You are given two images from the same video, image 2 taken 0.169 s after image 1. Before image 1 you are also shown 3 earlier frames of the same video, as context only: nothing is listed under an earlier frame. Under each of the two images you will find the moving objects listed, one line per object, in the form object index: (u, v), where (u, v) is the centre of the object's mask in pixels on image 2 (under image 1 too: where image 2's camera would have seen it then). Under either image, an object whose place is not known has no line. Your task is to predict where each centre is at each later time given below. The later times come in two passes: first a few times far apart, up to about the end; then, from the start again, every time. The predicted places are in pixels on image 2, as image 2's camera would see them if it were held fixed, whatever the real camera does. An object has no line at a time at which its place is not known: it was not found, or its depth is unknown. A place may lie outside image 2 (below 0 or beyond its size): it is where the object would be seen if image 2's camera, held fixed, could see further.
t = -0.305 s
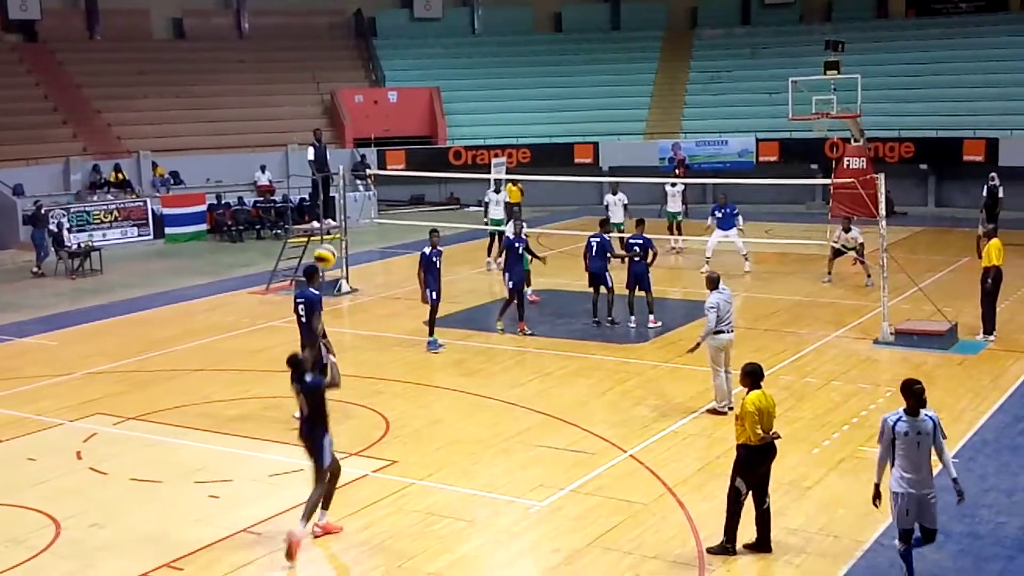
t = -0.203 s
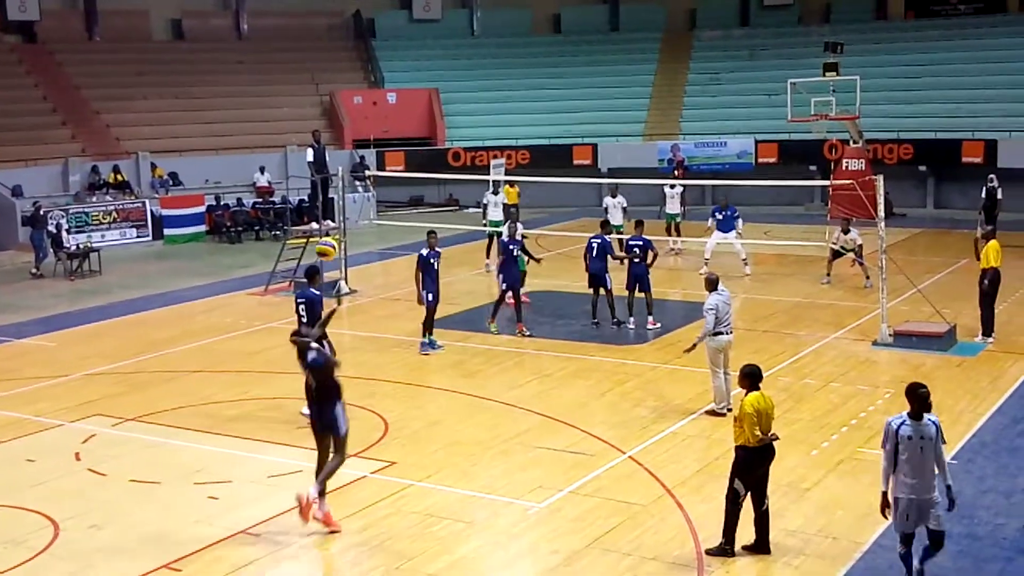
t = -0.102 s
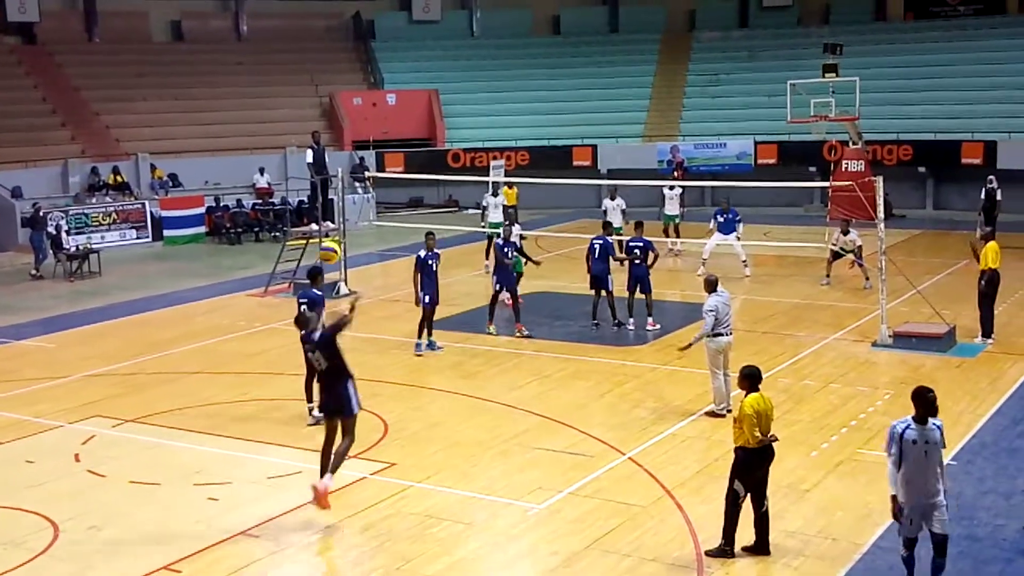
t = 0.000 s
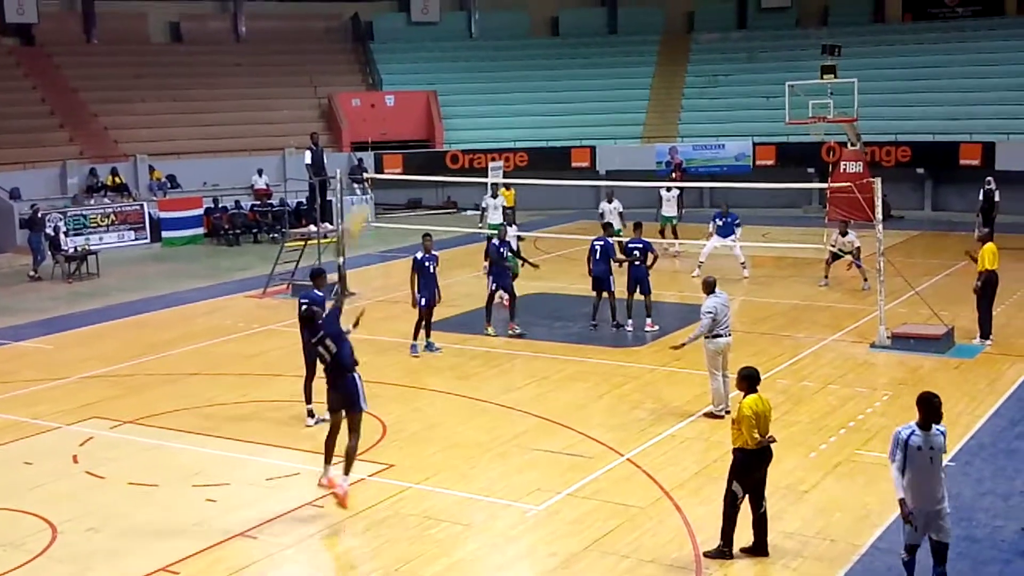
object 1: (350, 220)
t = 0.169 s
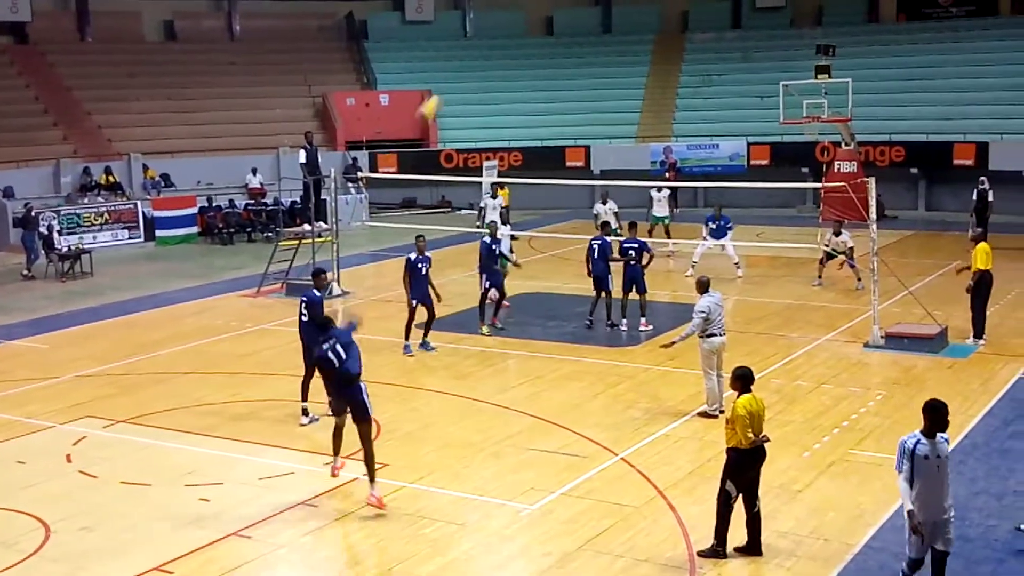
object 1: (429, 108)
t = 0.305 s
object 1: (480, 57)
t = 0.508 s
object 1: (541, 20)
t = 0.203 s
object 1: (443, 92)
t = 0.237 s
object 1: (457, 79)
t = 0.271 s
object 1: (468, 67)
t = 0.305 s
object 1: (480, 57)
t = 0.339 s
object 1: (491, 48)
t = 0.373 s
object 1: (502, 40)
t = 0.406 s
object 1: (513, 33)
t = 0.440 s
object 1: (523, 28)
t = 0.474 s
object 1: (532, 23)
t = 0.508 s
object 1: (541, 20)
